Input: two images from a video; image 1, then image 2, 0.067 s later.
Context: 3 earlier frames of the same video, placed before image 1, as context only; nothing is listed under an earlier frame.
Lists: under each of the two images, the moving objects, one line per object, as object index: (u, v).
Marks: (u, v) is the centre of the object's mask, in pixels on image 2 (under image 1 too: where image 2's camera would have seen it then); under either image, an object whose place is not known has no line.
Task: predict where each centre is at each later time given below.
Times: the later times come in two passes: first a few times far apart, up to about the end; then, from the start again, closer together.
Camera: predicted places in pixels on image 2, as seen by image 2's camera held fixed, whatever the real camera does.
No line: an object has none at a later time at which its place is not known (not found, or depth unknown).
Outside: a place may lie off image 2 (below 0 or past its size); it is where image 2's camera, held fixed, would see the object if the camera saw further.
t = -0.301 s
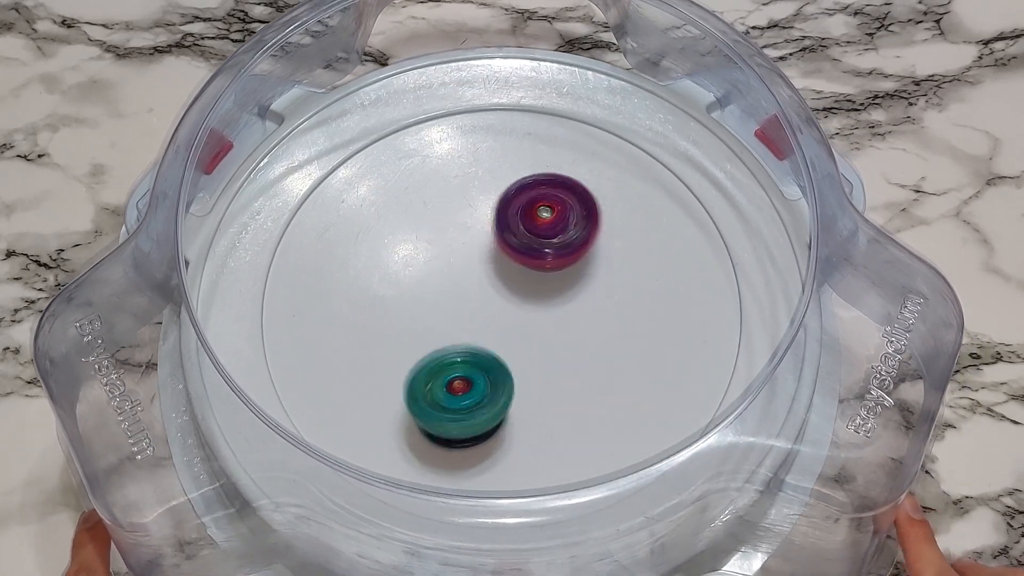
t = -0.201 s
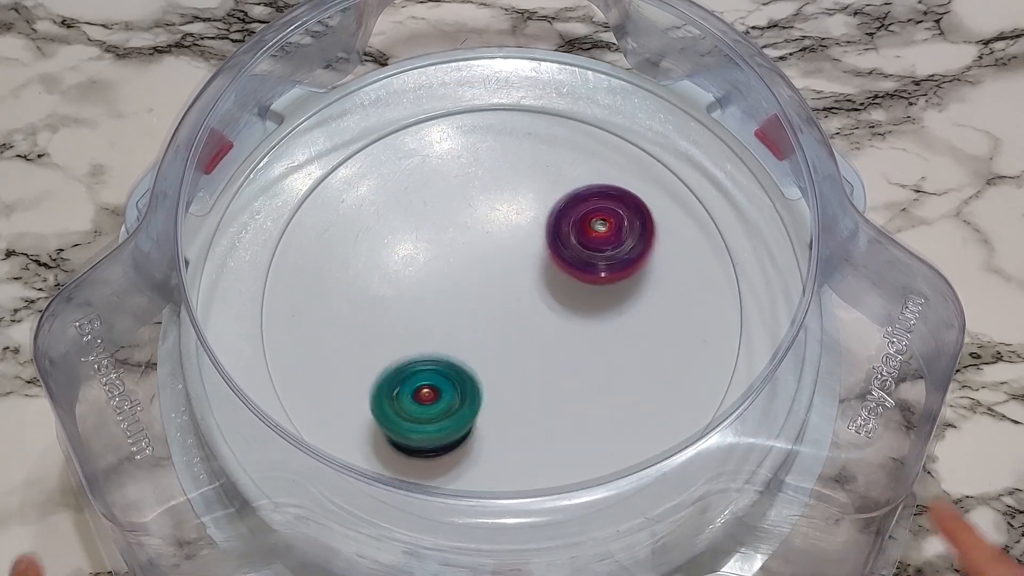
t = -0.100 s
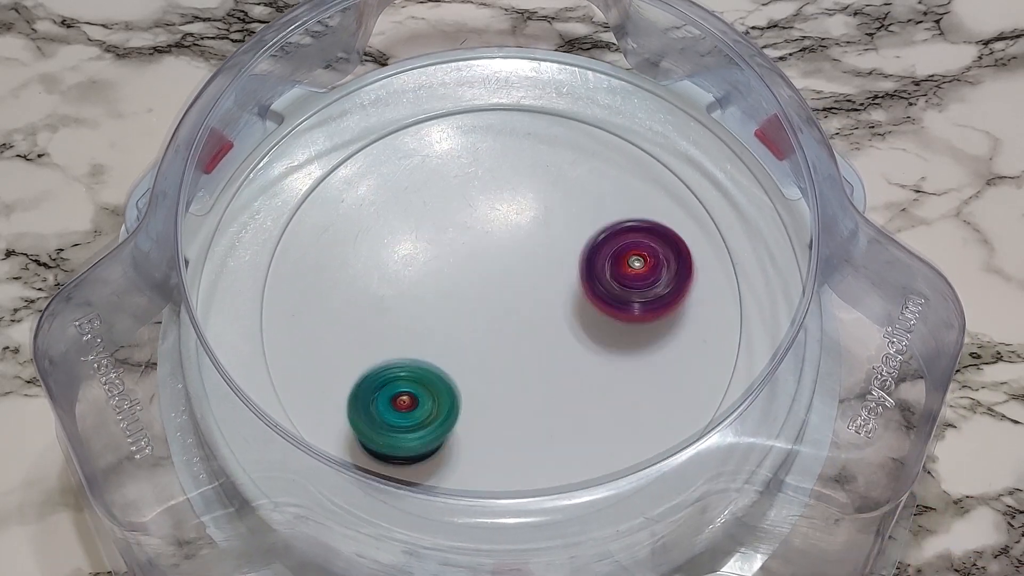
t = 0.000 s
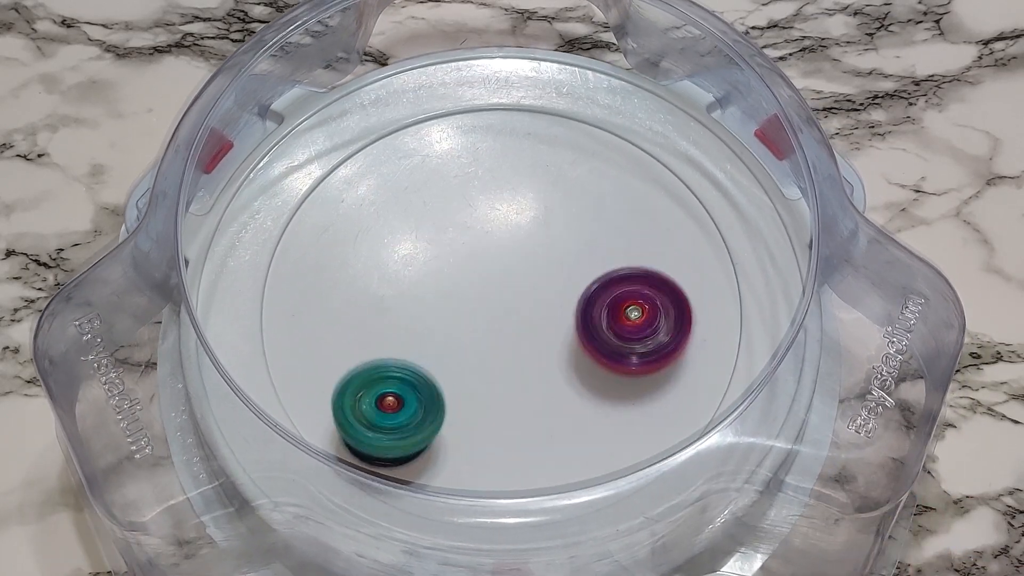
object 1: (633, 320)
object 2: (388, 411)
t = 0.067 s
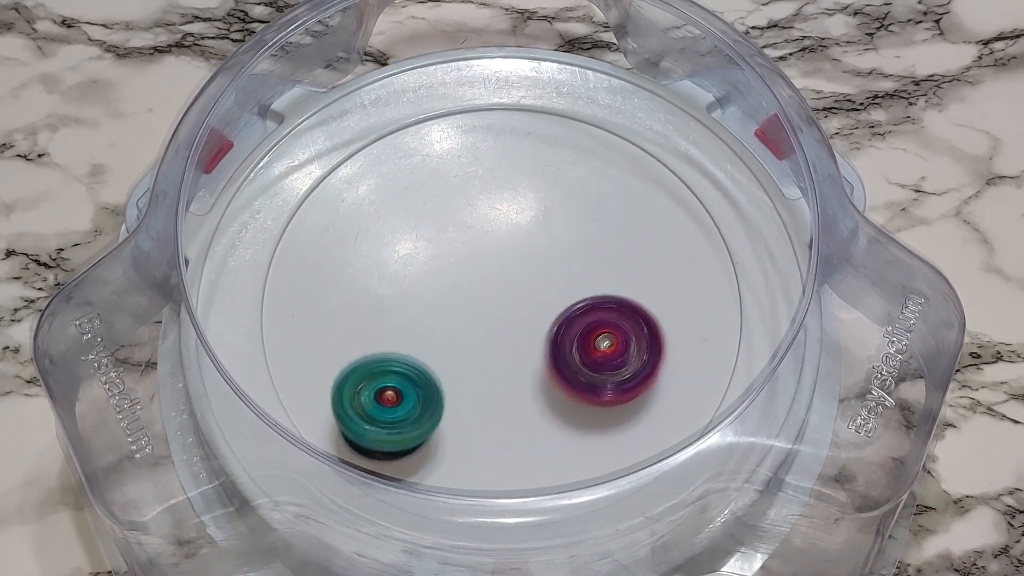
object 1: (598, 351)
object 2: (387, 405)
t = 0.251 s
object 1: (489, 353)
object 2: (376, 349)
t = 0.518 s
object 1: (476, 223)
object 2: (322, 271)
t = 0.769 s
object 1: (591, 219)
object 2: (366, 229)
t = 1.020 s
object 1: (538, 342)
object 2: (457, 178)
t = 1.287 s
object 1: (387, 296)
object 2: (534, 153)
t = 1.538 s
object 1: (440, 192)
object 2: (585, 184)
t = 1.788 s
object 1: (498, 251)
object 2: (727, 264)
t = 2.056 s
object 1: (384, 300)
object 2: (623, 333)
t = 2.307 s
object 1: (437, 243)
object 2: (522, 409)
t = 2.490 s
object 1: (515, 311)
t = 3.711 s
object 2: (388, 201)
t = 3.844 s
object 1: (539, 214)
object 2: (396, 180)
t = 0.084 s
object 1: (589, 357)
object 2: (387, 403)
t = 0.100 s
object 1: (578, 362)
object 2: (389, 399)
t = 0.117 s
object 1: (567, 365)
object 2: (391, 394)
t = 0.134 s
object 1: (561, 366)
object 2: (392, 390)
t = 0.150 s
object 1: (549, 368)
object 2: (393, 386)
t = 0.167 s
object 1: (531, 369)
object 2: (395, 381)
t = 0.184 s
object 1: (519, 368)
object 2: (397, 374)
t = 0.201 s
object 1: (508, 367)
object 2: (397, 368)
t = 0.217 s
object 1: (501, 363)
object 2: (391, 362)
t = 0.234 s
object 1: (495, 359)
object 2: (383, 356)
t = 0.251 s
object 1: (489, 353)
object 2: (376, 349)
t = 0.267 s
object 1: (482, 347)
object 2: (370, 344)
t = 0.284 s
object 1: (476, 341)
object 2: (364, 339)
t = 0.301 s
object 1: (469, 334)
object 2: (360, 333)
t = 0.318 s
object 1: (468, 324)
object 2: (355, 326)
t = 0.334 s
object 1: (463, 315)
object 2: (350, 321)
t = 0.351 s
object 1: (459, 307)
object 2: (345, 317)
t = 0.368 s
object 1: (457, 297)
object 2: (342, 311)
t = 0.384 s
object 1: (455, 289)
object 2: (338, 305)
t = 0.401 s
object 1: (454, 279)
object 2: (335, 301)
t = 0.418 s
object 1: (455, 270)
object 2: (332, 296)
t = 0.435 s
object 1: (456, 261)
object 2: (330, 291)
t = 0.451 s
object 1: (458, 252)
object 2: (327, 286)
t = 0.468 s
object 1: (462, 244)
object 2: (325, 282)
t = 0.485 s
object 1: (466, 237)
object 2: (324, 279)
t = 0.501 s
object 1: (471, 229)
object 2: (323, 274)
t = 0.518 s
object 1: (476, 223)
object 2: (322, 271)
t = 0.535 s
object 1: (482, 216)
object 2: (321, 268)
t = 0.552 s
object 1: (490, 211)
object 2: (322, 265)
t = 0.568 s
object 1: (497, 206)
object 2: (322, 261)
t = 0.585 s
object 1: (505, 202)
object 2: (323, 258)
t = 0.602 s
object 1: (513, 199)
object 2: (324, 257)
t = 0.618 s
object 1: (522, 196)
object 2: (327, 254)
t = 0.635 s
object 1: (531, 194)
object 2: (329, 251)
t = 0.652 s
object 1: (540, 193)
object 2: (332, 249)
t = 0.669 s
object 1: (550, 194)
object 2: (336, 247)
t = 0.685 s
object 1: (552, 197)
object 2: (341, 244)
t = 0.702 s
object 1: (561, 199)
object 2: (345, 241)
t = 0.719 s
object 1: (570, 203)
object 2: (350, 239)
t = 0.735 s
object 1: (578, 208)
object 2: (355, 236)
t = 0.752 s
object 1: (585, 213)
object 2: (360, 233)
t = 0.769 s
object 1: (591, 219)
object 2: (366, 229)
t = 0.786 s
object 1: (597, 226)
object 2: (371, 226)
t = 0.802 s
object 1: (601, 234)
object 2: (377, 223)
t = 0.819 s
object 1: (604, 243)
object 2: (383, 219)
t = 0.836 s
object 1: (606, 253)
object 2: (389, 216)
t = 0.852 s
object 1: (606, 263)
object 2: (396, 213)
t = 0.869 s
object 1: (605, 272)
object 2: (402, 209)
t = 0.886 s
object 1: (602, 281)
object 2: (408, 206)
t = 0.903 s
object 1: (599, 291)
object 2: (414, 202)
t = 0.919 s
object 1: (593, 301)
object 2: (421, 199)
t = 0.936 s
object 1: (586, 310)
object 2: (427, 195)
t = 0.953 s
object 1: (579, 318)
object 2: (433, 192)
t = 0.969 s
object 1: (570, 325)
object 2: (439, 188)
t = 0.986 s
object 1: (561, 331)
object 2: (445, 185)
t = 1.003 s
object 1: (551, 337)
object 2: (451, 182)
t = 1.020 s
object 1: (538, 342)
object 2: (457, 178)
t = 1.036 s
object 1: (528, 346)
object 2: (463, 175)
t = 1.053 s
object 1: (516, 349)
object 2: (468, 172)
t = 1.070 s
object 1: (505, 350)
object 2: (474, 169)
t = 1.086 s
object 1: (492, 351)
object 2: (479, 167)
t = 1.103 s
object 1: (479, 350)
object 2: (484, 164)
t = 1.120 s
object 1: (471, 348)
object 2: (489, 162)
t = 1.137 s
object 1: (460, 346)
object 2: (494, 159)
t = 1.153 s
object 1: (447, 344)
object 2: (499, 157)
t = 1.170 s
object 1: (437, 340)
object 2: (503, 156)
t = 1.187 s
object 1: (427, 336)
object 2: (508, 154)
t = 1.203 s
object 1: (419, 331)
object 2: (513, 154)
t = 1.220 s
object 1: (411, 325)
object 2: (517, 153)
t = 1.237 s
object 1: (404, 318)
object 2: (522, 153)
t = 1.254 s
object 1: (397, 311)
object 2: (526, 152)
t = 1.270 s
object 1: (391, 304)
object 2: (530, 152)
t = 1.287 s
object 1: (387, 296)
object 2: (534, 153)
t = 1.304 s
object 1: (387, 287)
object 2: (538, 153)
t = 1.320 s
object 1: (380, 280)
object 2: (542, 154)
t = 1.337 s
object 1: (378, 272)
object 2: (546, 155)
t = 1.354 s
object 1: (378, 263)
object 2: (549, 156)
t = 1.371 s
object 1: (378, 254)
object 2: (552, 157)
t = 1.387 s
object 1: (384, 246)
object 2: (556, 158)
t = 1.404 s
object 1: (382, 238)
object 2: (560, 160)
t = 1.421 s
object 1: (386, 230)
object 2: (563, 162)
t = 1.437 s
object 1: (394, 223)
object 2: (566, 164)
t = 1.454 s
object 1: (401, 216)
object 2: (569, 166)
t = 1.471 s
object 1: (407, 209)
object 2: (573, 169)
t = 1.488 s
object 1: (414, 204)
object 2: (576, 173)
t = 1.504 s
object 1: (422, 199)
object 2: (579, 175)
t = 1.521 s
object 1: (431, 195)
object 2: (582, 180)
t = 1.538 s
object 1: (440, 192)
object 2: (585, 184)
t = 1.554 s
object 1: (444, 191)
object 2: (588, 188)
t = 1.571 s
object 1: (460, 189)
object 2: (591, 193)
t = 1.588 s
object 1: (470, 189)
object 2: (594, 198)
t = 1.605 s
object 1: (481, 189)
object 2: (597, 202)
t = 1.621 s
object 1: (491, 191)
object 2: (600, 207)
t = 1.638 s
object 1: (496, 194)
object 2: (603, 212)
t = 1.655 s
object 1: (503, 196)
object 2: (618, 220)
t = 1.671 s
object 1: (502, 198)
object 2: (639, 226)
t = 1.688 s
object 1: (502, 202)
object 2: (659, 232)
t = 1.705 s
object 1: (505, 212)
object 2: (691, 244)
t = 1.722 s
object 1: (502, 220)
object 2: (705, 248)
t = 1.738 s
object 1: (502, 228)
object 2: (715, 252)
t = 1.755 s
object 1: (502, 235)
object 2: (719, 254)
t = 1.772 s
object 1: (501, 243)
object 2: (724, 258)
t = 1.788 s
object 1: (498, 251)
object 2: (727, 264)
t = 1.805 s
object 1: (495, 259)
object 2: (726, 269)
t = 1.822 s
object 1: (490, 267)
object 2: (725, 274)
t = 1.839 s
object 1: (486, 273)
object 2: (720, 279)
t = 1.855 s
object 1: (480, 280)
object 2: (713, 284)
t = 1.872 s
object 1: (473, 286)
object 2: (707, 287)
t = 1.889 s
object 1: (466, 292)
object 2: (700, 291)
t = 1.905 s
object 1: (459, 296)
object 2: (692, 296)
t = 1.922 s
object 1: (451, 300)
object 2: (685, 300)
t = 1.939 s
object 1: (442, 303)
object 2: (678, 303)
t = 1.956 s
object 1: (438, 305)
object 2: (669, 309)
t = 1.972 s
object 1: (425, 307)
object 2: (663, 312)
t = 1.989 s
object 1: (417, 308)
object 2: (655, 316)
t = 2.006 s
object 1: (408, 307)
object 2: (646, 321)
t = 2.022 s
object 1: (400, 306)
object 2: (640, 324)
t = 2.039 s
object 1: (391, 304)
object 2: (631, 328)
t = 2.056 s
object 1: (384, 300)
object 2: (623, 333)
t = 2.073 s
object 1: (378, 296)
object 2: (617, 337)
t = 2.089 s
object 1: (373, 292)
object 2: (608, 340)
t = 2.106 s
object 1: (368, 287)
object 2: (600, 346)
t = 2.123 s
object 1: (364, 280)
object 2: (593, 350)
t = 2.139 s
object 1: (364, 274)
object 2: (585, 354)
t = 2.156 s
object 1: (364, 267)
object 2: (578, 360)
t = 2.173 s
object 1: (372, 260)
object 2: (572, 364)
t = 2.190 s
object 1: (376, 255)
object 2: (564, 369)
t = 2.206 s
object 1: (383, 250)
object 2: (557, 376)
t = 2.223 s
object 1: (385, 246)
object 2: (551, 380)
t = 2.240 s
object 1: (393, 243)
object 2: (544, 385)
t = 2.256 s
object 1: (407, 241)
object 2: (538, 392)
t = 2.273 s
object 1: (417, 241)
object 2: (532, 397)
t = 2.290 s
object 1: (427, 241)
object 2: (526, 402)
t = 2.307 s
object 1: (437, 243)
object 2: (522, 409)
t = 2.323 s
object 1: (442, 247)
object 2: (517, 413)
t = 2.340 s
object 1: (458, 250)
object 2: (512, 418)
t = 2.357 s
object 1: (467, 254)
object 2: (511, 422)
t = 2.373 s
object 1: (476, 259)
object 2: (507, 425)
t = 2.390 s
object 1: (485, 266)
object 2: (504, 431)
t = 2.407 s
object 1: (486, 273)
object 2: (503, 434)
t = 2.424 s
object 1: (494, 280)
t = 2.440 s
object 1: (500, 287)
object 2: (499, 441)
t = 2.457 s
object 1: (505, 294)
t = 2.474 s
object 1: (510, 303)
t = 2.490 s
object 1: (515, 311)
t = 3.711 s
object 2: (388, 201)
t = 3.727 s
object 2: (395, 199)
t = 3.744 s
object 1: (499, 236)
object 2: (401, 196)
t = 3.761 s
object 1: (506, 231)
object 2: (399, 192)
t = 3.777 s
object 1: (513, 227)
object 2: (397, 187)
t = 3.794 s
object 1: (519, 223)
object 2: (395, 185)
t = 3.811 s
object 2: (395, 183)
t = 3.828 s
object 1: (532, 216)
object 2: (395, 182)
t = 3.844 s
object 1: (539, 214)
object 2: (396, 180)
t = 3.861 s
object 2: (398, 178)
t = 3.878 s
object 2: (399, 177)
